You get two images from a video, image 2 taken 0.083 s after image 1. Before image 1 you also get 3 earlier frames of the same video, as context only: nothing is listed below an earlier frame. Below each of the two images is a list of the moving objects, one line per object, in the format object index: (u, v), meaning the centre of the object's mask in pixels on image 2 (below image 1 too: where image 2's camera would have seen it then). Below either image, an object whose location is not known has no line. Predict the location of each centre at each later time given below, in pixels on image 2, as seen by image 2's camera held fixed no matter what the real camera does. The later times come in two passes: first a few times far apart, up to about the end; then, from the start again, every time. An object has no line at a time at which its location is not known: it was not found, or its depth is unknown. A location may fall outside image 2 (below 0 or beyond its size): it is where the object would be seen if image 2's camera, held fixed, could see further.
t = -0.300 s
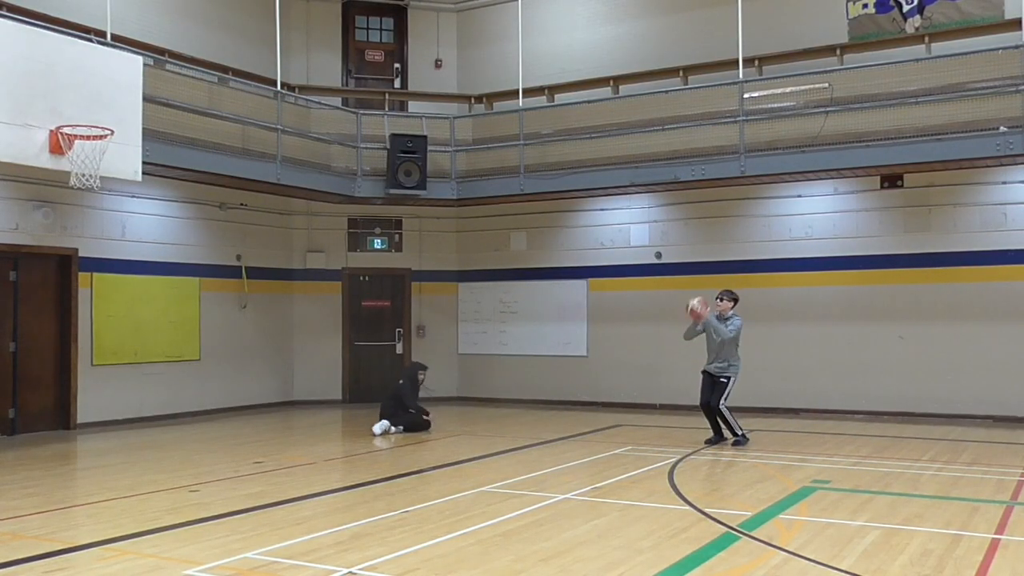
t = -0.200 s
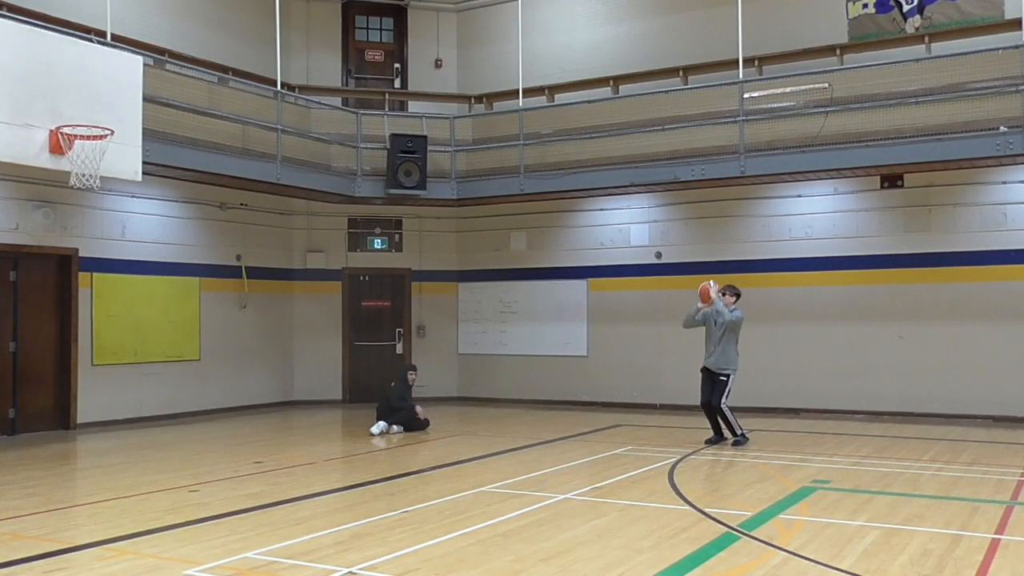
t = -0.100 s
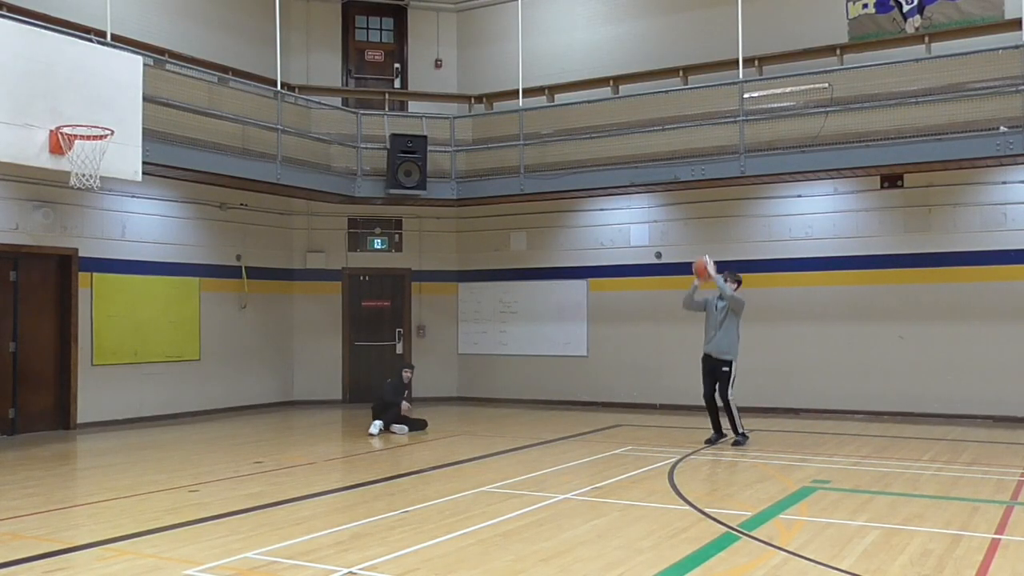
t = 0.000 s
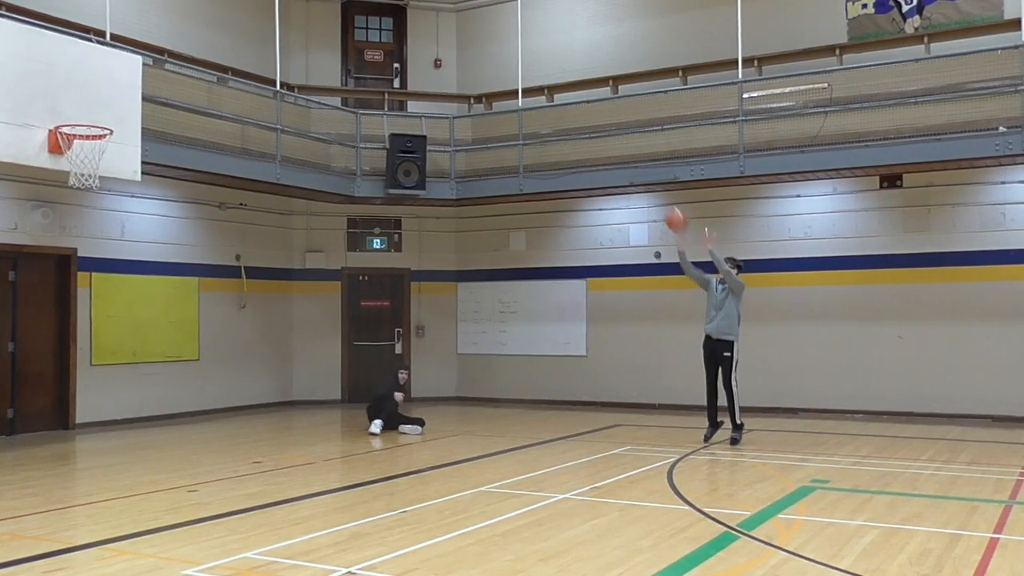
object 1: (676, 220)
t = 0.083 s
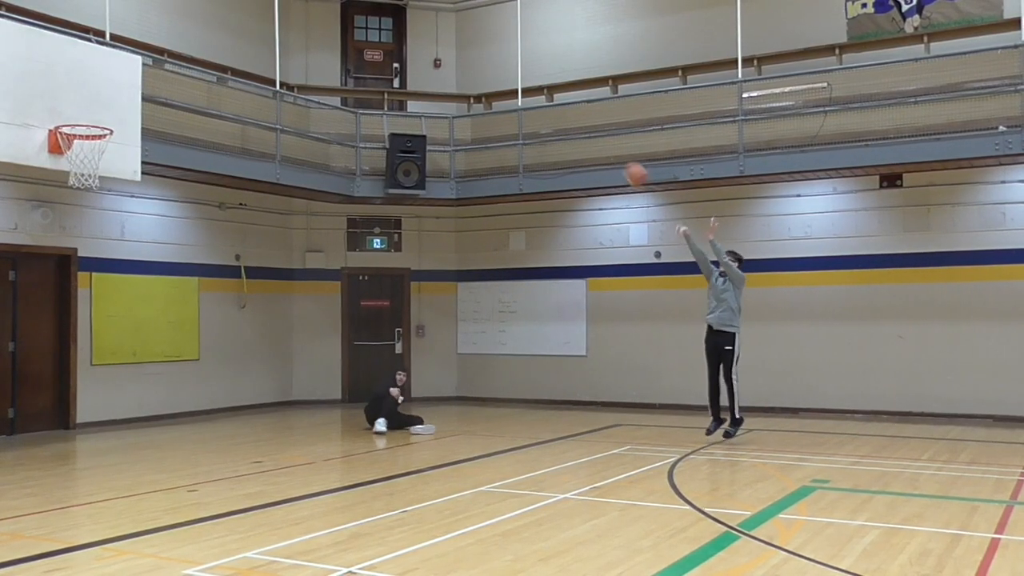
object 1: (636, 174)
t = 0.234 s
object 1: (559, 107)
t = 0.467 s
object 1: (439, 41)
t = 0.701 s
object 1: (310, 24)
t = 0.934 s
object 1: (172, 66)
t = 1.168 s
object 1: (73, 164)
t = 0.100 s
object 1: (627, 166)
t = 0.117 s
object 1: (618, 158)
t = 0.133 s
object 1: (611, 151)
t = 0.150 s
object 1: (602, 142)
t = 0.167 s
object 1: (594, 135)
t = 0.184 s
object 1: (585, 127)
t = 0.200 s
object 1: (576, 120)
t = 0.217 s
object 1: (568, 114)
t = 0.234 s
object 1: (559, 107)
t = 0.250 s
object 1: (551, 101)
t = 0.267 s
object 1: (543, 95)
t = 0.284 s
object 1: (535, 90)
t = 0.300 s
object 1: (526, 85)
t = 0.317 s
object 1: (517, 79)
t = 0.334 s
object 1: (509, 74)
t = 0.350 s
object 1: (501, 69)
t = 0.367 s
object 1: (492, 64)
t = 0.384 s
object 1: (483, 59)
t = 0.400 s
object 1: (474, 54)
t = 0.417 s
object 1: (465, 51)
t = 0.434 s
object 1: (456, 47)
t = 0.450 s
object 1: (448, 44)
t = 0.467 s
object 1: (439, 41)
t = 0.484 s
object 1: (429, 38)
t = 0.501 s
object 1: (420, 35)
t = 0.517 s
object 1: (411, 32)
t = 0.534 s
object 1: (403, 31)
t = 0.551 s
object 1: (395, 29)
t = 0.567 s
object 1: (385, 28)
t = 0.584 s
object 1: (376, 26)
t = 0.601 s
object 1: (366, 25)
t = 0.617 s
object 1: (357, 24)
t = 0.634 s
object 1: (348, 24)
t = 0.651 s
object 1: (339, 24)
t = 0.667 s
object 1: (329, 24)
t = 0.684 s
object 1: (320, 24)
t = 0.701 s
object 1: (310, 24)
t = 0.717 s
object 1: (300, 25)
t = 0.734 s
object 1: (292, 27)
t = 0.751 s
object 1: (283, 29)
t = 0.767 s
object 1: (273, 30)
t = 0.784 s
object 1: (262, 32)
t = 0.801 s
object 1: (254, 35)
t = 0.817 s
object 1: (242, 38)
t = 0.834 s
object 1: (234, 41)
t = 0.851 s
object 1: (225, 44)
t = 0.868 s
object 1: (214, 48)
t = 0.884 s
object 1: (203, 53)
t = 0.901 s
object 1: (194, 56)
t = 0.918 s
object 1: (182, 61)
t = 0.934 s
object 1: (172, 66)
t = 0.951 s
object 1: (162, 72)
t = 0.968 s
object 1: (153, 77)
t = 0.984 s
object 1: (141, 83)
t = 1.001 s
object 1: (132, 89)
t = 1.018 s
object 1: (122, 94)
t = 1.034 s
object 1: (112, 102)
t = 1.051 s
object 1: (101, 109)
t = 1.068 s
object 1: (92, 115)
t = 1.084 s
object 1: (80, 121)
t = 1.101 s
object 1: (66, 124)
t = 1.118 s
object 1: (68, 138)
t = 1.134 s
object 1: (67, 147)
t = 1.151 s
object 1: (69, 154)
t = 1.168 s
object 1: (73, 164)
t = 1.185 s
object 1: (75, 171)
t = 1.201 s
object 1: (79, 182)
